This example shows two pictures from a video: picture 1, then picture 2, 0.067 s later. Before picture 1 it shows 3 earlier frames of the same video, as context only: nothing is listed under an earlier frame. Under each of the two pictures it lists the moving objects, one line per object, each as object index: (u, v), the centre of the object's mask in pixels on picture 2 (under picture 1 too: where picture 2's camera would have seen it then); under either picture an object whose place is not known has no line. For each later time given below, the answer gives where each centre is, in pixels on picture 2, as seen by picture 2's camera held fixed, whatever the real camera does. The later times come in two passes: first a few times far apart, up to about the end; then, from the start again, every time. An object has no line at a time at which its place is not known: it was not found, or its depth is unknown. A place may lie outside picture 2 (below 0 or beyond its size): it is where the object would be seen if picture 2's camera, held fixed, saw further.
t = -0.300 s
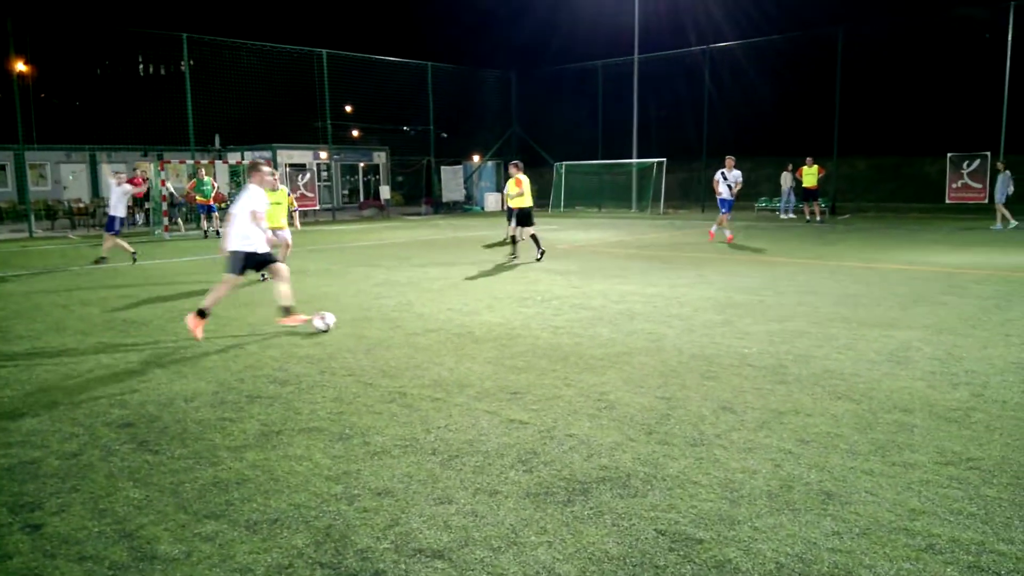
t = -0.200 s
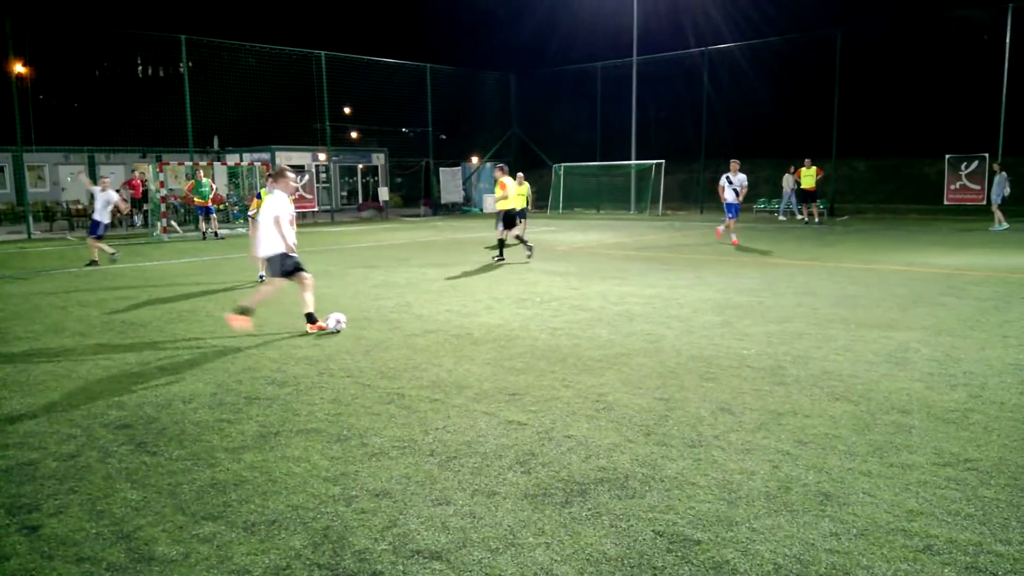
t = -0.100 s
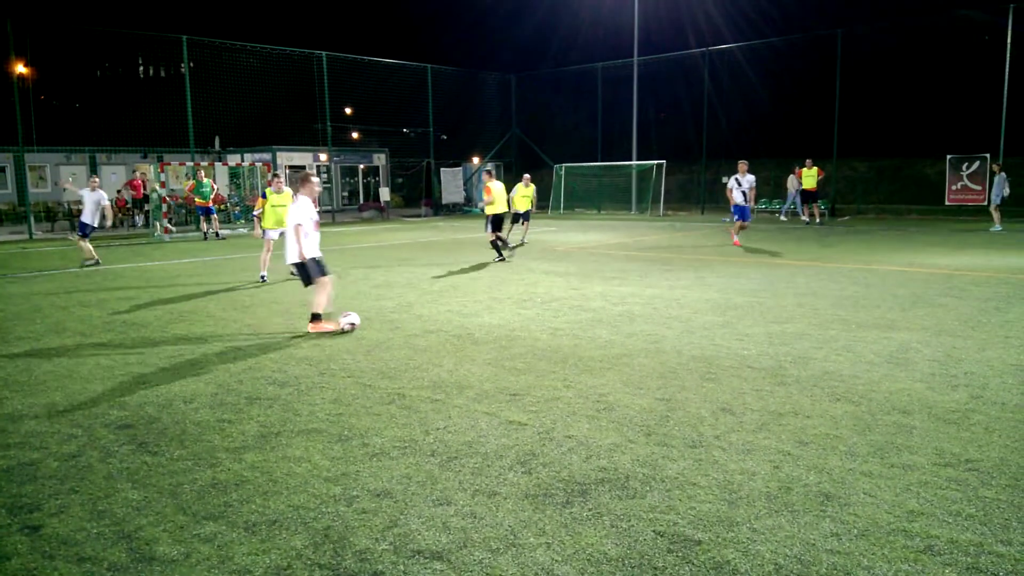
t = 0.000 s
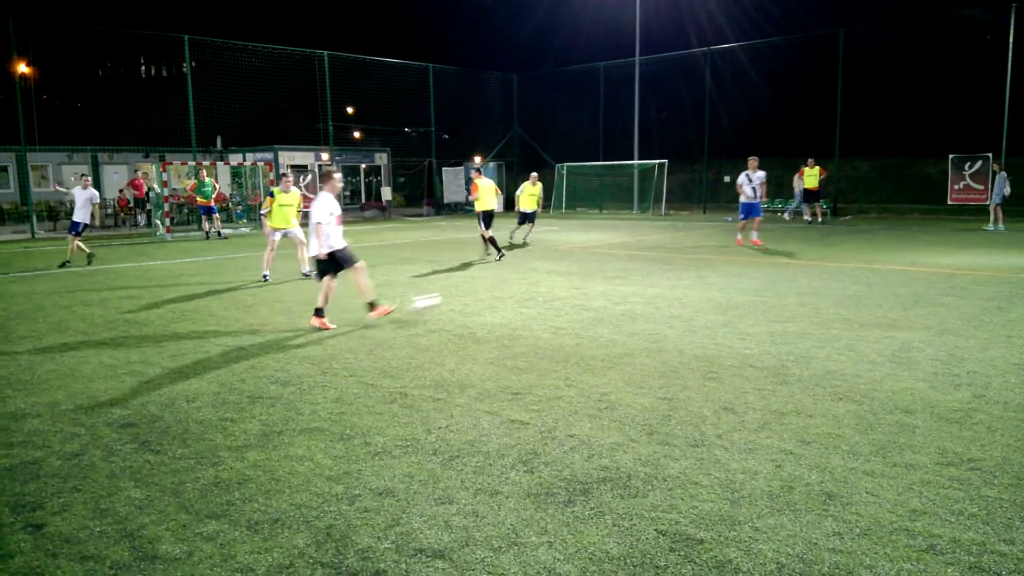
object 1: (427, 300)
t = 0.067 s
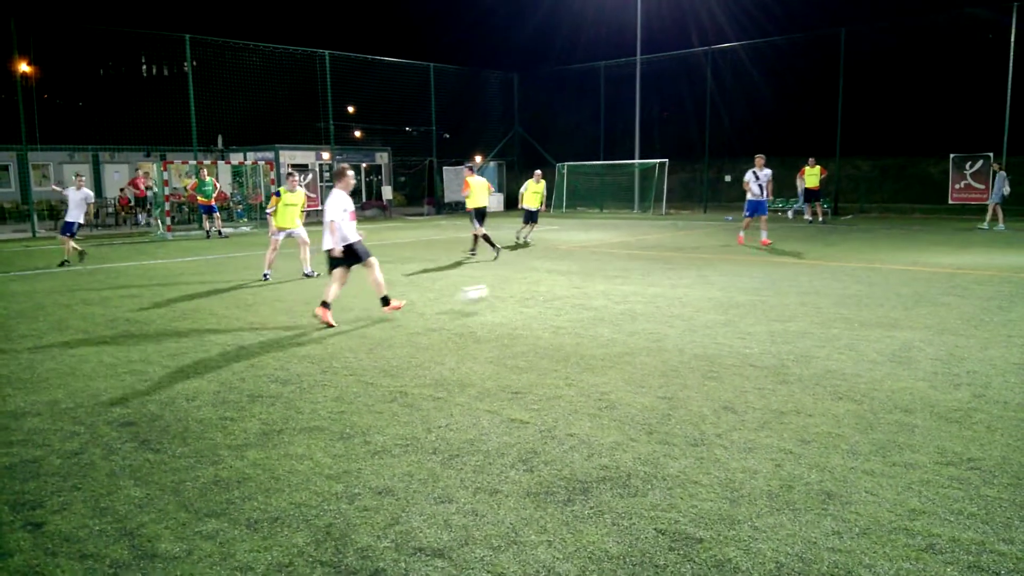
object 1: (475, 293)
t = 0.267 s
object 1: (589, 281)
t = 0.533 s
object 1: (682, 270)
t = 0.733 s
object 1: (729, 263)
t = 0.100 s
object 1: (500, 290)
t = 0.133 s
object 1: (521, 290)
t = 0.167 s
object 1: (540, 288)
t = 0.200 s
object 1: (557, 288)
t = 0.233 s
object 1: (573, 283)
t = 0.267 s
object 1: (589, 281)
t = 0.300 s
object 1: (603, 278)
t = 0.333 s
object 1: (618, 276)
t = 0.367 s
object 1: (631, 278)
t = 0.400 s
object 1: (642, 277)
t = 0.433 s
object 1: (652, 275)
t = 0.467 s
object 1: (663, 274)
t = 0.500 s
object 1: (673, 272)
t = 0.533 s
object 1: (682, 270)
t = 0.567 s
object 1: (691, 269)
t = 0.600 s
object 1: (699, 268)
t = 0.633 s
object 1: (707, 265)
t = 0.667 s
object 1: (714, 264)
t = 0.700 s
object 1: (722, 263)
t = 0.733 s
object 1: (729, 263)
